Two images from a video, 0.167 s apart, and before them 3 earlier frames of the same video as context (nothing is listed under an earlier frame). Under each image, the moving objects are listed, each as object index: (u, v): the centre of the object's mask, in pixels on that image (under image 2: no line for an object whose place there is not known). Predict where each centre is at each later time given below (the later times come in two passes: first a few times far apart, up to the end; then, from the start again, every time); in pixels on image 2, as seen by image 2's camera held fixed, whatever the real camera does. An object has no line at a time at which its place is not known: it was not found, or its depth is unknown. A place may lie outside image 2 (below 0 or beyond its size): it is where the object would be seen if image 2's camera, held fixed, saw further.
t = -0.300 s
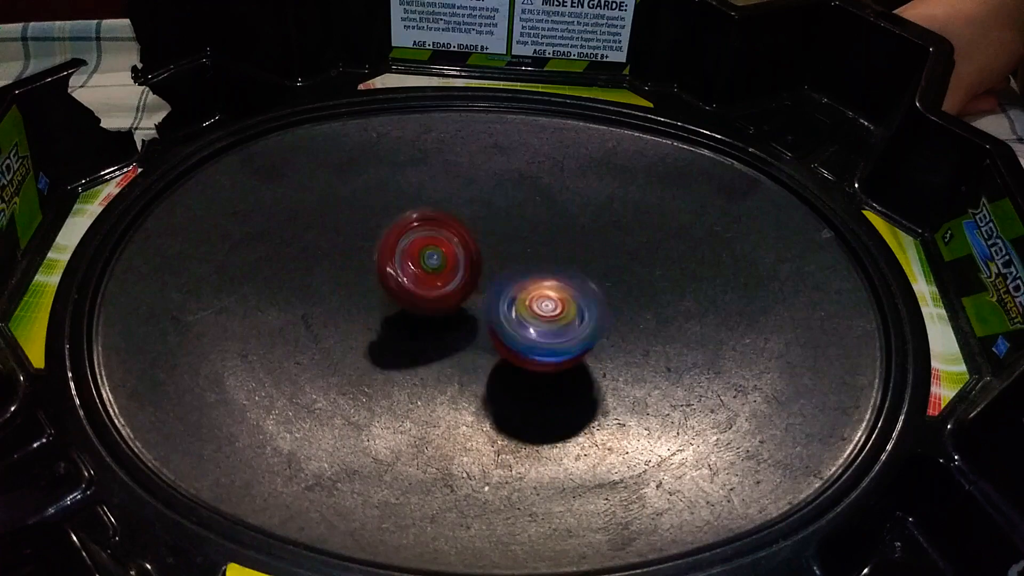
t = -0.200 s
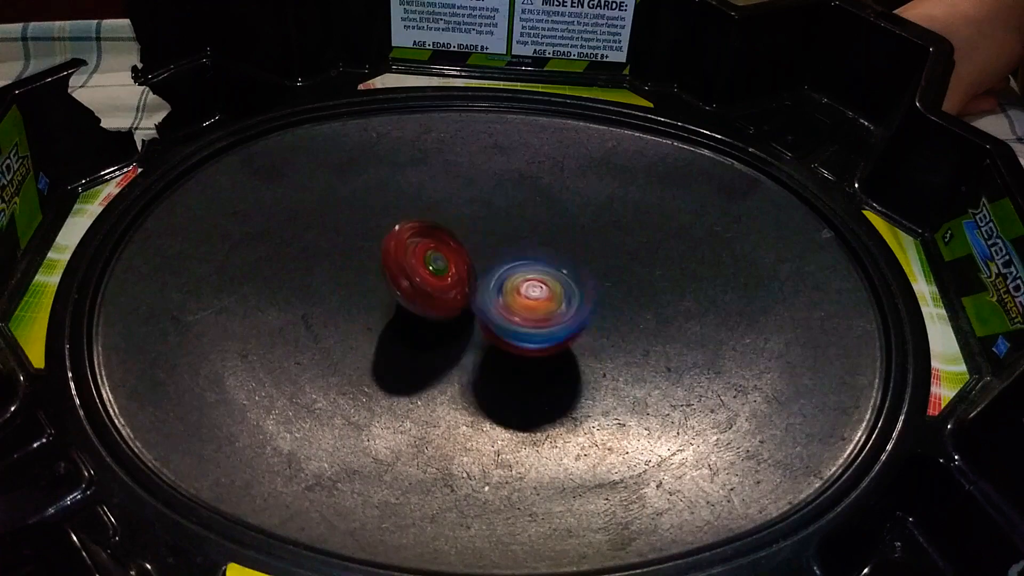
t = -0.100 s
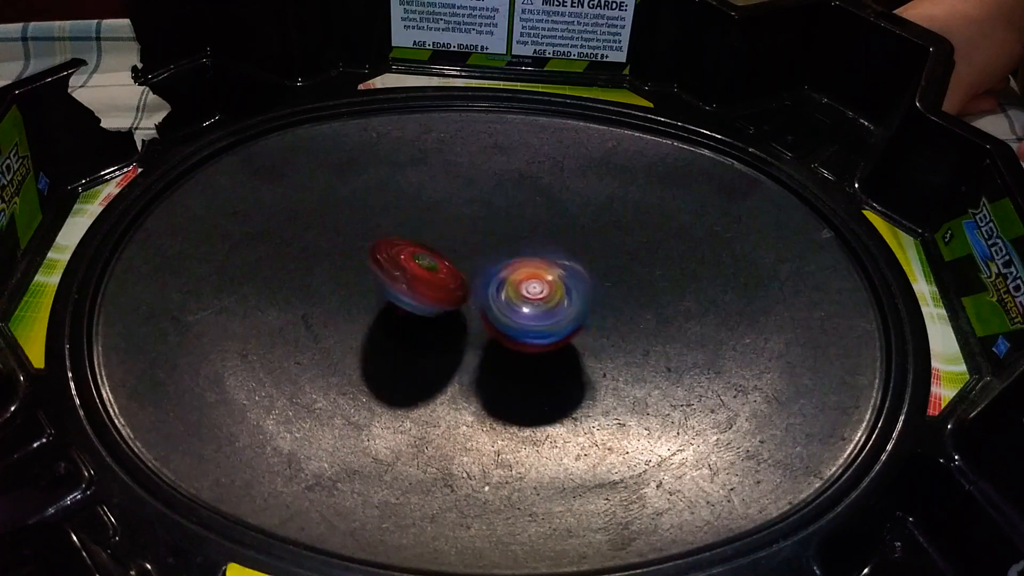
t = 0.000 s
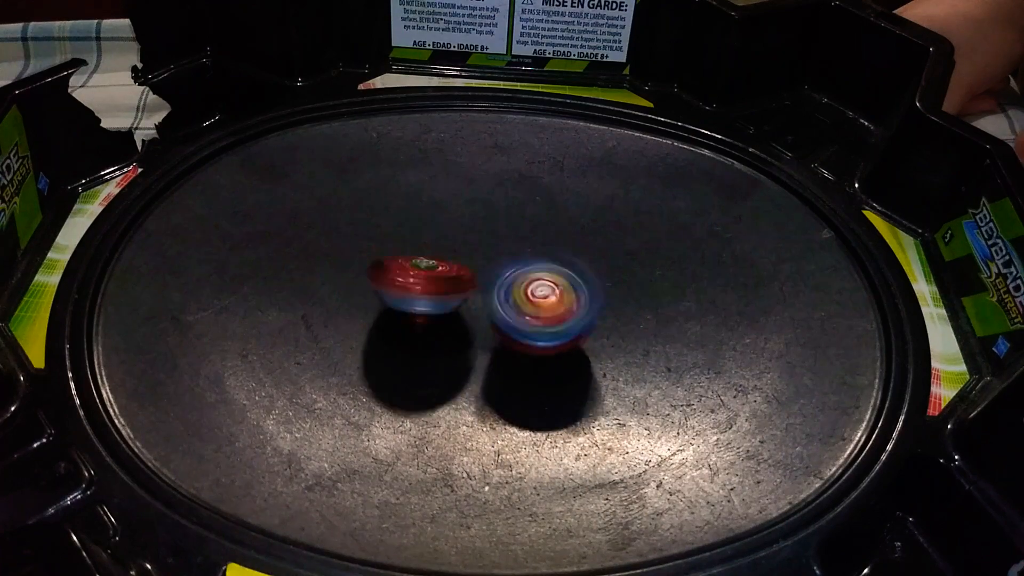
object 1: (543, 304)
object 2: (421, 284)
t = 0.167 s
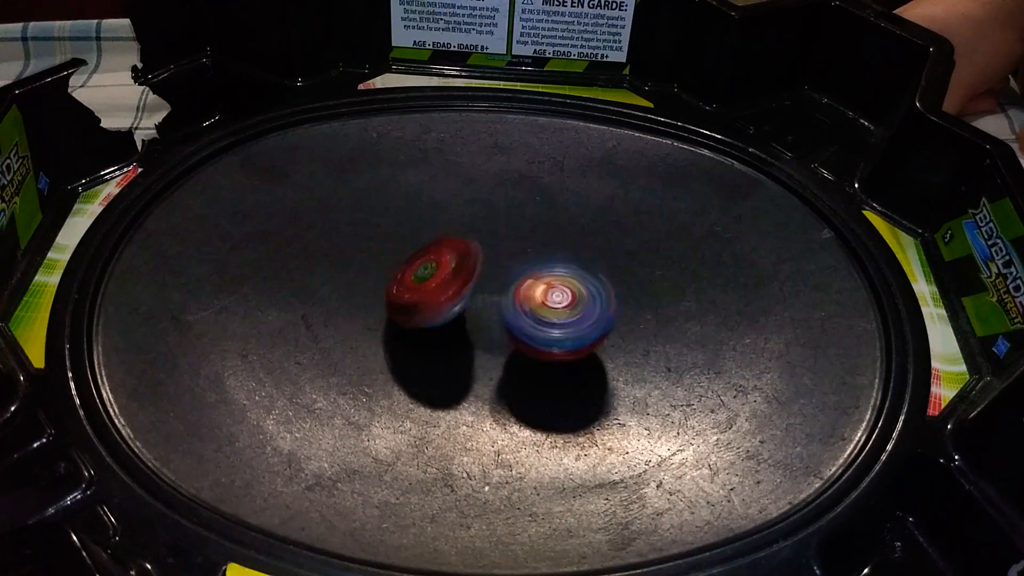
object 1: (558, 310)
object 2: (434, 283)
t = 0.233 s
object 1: (565, 310)
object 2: (435, 281)
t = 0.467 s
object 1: (550, 308)
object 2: (426, 275)
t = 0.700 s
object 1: (537, 326)
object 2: (414, 298)
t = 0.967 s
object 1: (629, 371)
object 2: (398, 283)
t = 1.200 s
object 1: (661, 402)
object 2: (386, 293)
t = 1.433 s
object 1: (575, 376)
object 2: (411, 316)
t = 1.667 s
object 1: (556, 312)
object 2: (402, 302)
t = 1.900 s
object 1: (599, 278)
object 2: (429, 311)
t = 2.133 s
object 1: (594, 272)
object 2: (487, 340)
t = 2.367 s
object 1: (537, 289)
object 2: (608, 396)
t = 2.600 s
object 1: (460, 283)
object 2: (638, 418)
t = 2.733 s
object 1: (426, 275)
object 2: (608, 399)
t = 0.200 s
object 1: (561, 310)
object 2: (434, 282)
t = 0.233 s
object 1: (565, 310)
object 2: (435, 281)
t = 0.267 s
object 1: (563, 312)
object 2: (436, 279)
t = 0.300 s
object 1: (563, 311)
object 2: (437, 276)
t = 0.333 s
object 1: (565, 310)
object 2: (436, 274)
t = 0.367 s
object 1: (561, 310)
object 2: (435, 273)
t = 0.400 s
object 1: (559, 312)
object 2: (432, 271)
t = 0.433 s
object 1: (555, 312)
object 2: (428, 273)
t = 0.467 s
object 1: (550, 308)
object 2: (426, 275)
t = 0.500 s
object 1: (546, 308)
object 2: (423, 278)
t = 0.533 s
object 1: (541, 311)
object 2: (422, 283)
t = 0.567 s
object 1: (536, 313)
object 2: (425, 288)
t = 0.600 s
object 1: (531, 317)
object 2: (423, 291)
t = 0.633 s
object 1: (532, 320)
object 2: (416, 293)
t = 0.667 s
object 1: (537, 322)
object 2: (413, 295)
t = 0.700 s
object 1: (537, 326)
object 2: (414, 298)
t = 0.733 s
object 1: (541, 330)
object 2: (420, 300)
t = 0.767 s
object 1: (545, 331)
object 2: (428, 302)
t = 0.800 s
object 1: (553, 337)
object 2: (432, 302)
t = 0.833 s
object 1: (575, 346)
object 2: (418, 295)
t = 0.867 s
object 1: (594, 351)
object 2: (408, 287)
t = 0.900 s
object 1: (607, 358)
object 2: (402, 285)
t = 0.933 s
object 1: (618, 363)
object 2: (398, 284)
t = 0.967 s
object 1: (629, 371)
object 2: (398, 283)
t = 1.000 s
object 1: (638, 377)
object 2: (399, 281)
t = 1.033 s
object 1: (648, 383)
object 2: (398, 280)
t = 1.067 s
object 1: (653, 391)
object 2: (394, 280)
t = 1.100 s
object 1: (659, 397)
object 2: (390, 283)
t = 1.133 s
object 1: (660, 399)
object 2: (389, 284)
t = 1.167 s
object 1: (661, 402)
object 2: (387, 289)
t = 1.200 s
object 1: (661, 402)
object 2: (386, 293)
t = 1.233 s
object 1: (652, 402)
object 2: (386, 298)
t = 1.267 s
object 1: (642, 401)
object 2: (388, 301)
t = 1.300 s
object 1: (627, 397)
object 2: (390, 303)
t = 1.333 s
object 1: (610, 393)
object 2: (391, 306)
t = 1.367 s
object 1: (596, 387)
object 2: (398, 311)
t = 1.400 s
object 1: (587, 382)
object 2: (406, 314)
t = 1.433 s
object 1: (575, 376)
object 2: (411, 316)
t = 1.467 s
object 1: (566, 367)
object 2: (416, 317)
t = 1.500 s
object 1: (560, 360)
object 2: (422, 317)
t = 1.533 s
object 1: (552, 353)
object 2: (426, 316)
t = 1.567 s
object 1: (542, 341)
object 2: (431, 315)
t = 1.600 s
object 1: (548, 334)
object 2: (418, 311)
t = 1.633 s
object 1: (550, 321)
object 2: (409, 305)
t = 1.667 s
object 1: (556, 312)
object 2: (402, 302)
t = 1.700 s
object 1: (562, 305)
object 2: (398, 302)
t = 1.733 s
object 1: (567, 301)
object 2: (398, 306)
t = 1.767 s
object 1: (572, 294)
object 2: (403, 310)
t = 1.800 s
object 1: (576, 290)
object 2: (411, 312)
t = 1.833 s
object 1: (585, 286)
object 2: (419, 311)
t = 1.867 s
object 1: (594, 281)
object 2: (424, 311)
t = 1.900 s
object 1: (599, 278)
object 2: (429, 311)
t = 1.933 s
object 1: (604, 276)
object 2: (433, 313)
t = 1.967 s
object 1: (607, 270)
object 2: (438, 315)
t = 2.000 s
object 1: (607, 270)
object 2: (445, 318)
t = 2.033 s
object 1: (606, 269)
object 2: (453, 323)
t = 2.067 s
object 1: (604, 269)
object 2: (462, 327)
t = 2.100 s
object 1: (598, 271)
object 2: (473, 334)
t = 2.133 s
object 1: (594, 272)
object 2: (487, 340)
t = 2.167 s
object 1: (588, 276)
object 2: (504, 349)
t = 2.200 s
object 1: (576, 280)
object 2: (519, 358)
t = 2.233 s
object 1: (569, 282)
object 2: (538, 366)
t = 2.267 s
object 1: (563, 283)
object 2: (557, 374)
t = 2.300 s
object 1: (557, 287)
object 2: (576, 384)
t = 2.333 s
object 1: (547, 288)
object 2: (594, 389)
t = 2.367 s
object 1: (537, 289)
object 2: (608, 396)
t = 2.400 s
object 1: (526, 290)
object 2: (621, 403)
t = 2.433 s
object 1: (513, 289)
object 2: (630, 409)
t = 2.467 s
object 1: (500, 288)
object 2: (635, 415)
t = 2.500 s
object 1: (491, 288)
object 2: (638, 419)
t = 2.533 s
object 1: (481, 287)
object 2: (639, 421)
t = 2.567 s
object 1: (469, 285)
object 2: (639, 421)
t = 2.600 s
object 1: (460, 283)
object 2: (638, 418)
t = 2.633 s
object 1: (448, 280)
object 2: (635, 414)
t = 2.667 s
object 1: (438, 277)
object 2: (629, 409)
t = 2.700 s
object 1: (432, 275)
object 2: (620, 404)
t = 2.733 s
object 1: (426, 275)
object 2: (608, 399)
